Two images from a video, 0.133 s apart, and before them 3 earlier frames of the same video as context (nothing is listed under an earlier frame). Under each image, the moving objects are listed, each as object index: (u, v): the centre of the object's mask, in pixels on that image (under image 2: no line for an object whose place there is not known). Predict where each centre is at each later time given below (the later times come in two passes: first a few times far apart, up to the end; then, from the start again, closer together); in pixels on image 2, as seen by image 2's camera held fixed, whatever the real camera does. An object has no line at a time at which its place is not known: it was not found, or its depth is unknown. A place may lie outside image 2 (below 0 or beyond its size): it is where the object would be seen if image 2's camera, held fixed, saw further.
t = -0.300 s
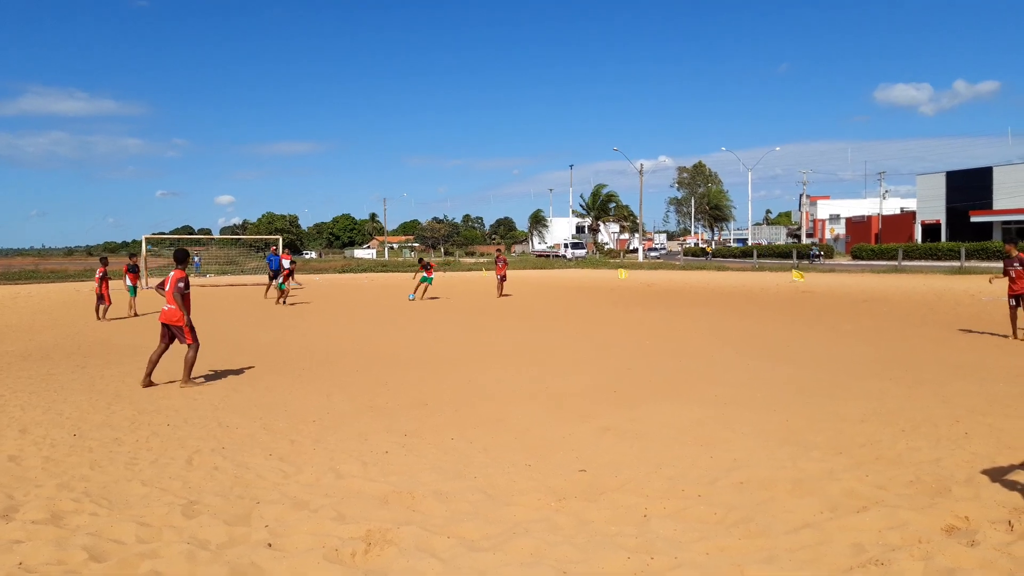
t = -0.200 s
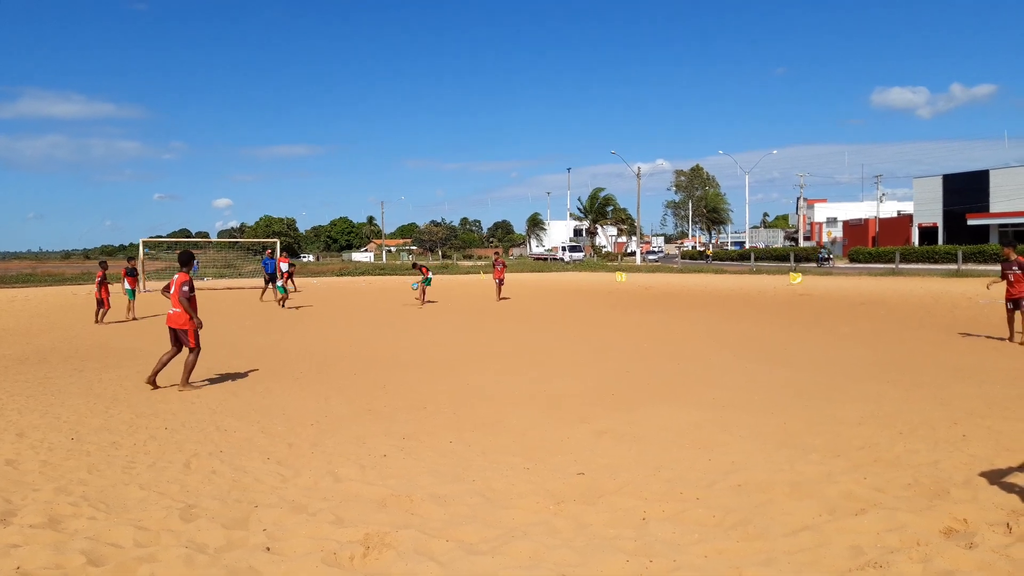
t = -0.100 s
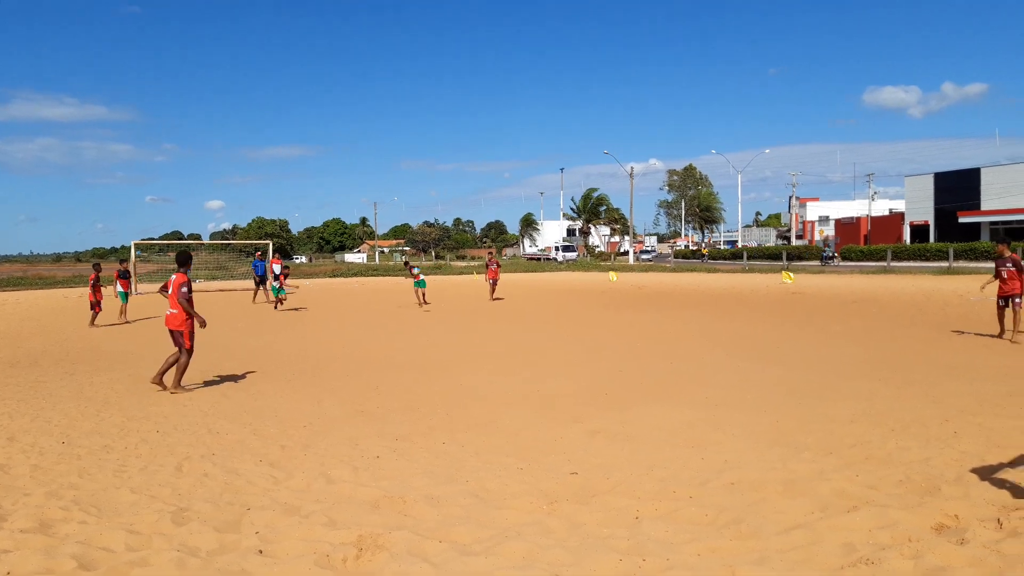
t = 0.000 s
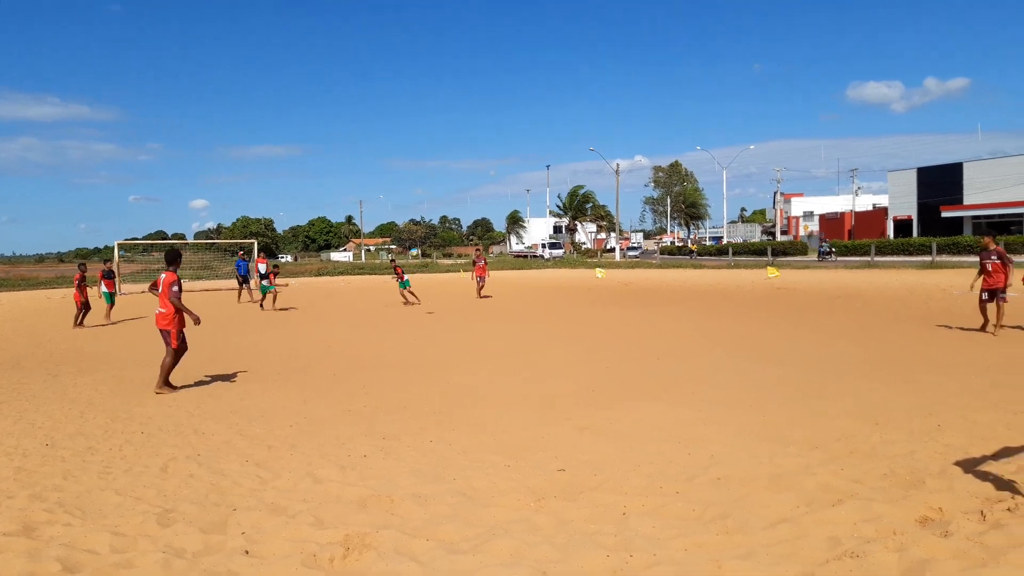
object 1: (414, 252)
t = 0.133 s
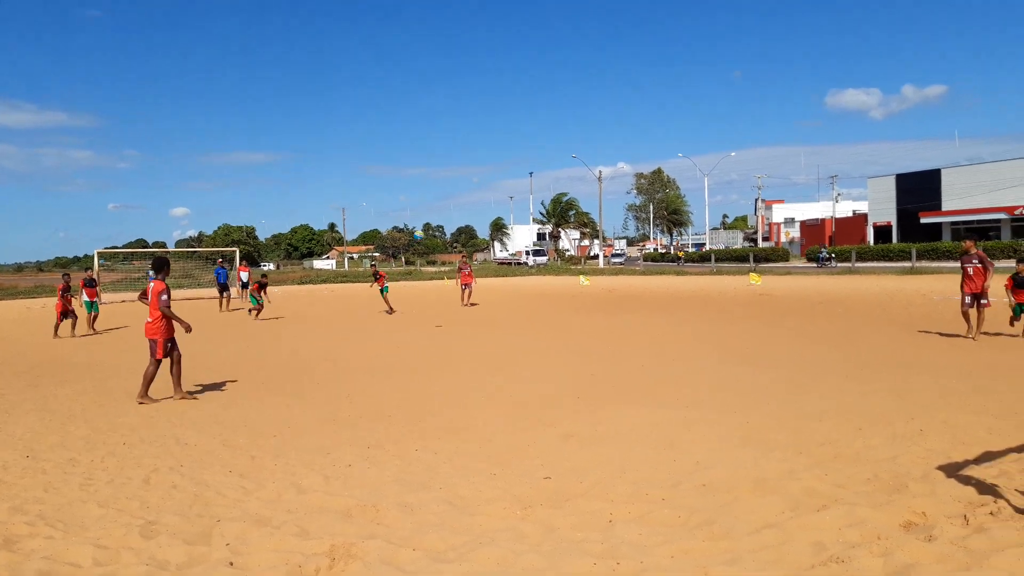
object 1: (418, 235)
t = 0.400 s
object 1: (492, 180)
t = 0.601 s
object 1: (611, 126)
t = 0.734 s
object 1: (776, 71)
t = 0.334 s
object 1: (467, 195)
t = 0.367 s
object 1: (479, 188)
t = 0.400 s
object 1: (492, 180)
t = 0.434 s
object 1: (506, 172)
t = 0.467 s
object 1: (522, 164)
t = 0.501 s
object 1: (540, 155)
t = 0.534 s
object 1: (560, 146)
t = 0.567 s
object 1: (584, 136)
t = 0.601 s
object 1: (611, 126)
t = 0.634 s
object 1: (642, 115)
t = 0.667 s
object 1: (680, 102)
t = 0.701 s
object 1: (723, 87)
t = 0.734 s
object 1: (776, 71)
